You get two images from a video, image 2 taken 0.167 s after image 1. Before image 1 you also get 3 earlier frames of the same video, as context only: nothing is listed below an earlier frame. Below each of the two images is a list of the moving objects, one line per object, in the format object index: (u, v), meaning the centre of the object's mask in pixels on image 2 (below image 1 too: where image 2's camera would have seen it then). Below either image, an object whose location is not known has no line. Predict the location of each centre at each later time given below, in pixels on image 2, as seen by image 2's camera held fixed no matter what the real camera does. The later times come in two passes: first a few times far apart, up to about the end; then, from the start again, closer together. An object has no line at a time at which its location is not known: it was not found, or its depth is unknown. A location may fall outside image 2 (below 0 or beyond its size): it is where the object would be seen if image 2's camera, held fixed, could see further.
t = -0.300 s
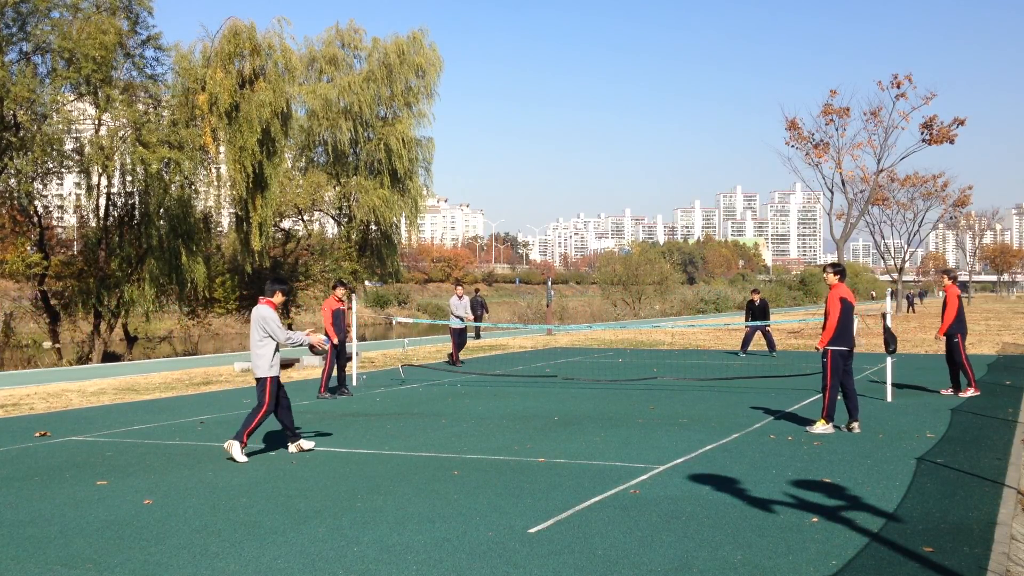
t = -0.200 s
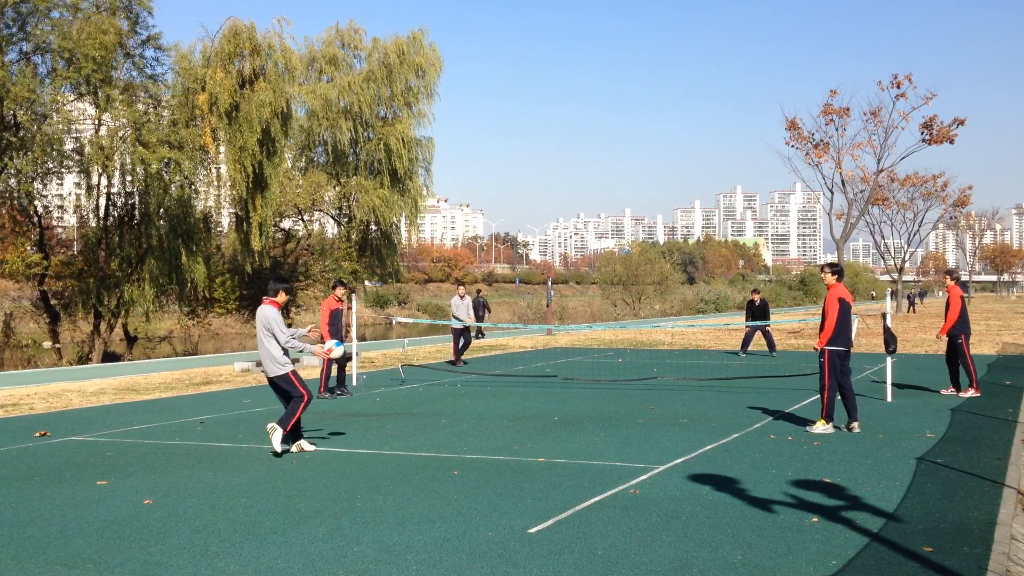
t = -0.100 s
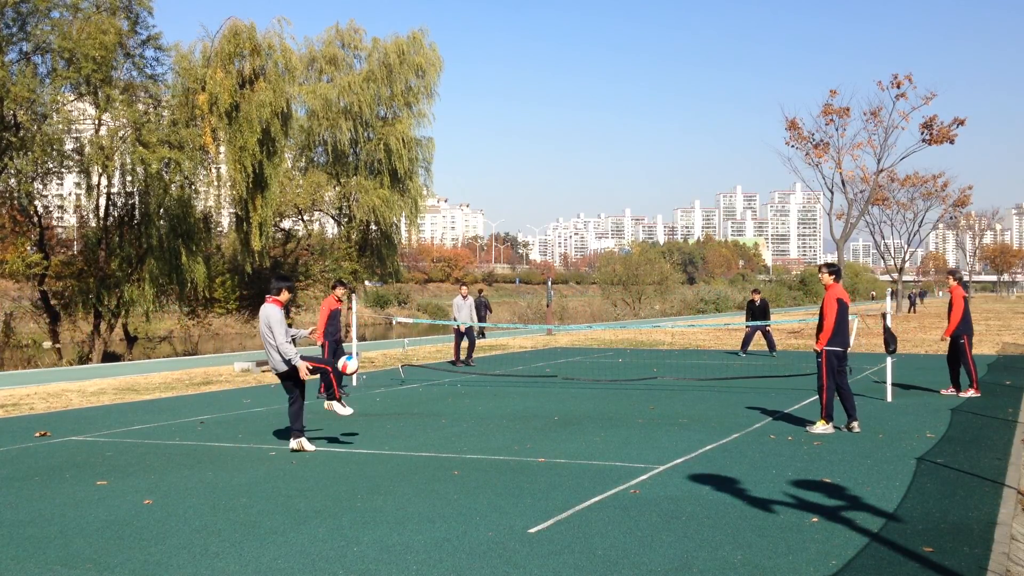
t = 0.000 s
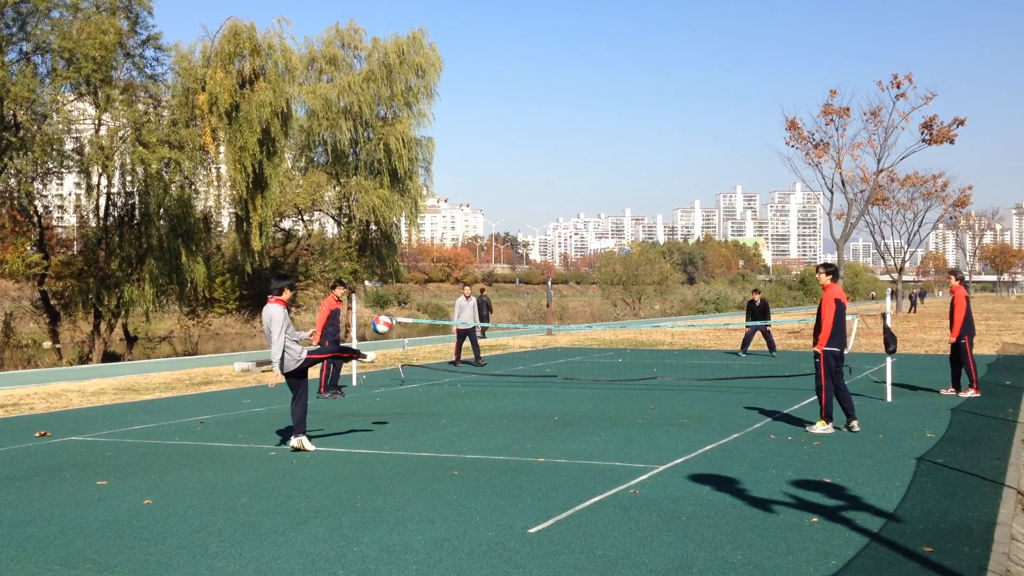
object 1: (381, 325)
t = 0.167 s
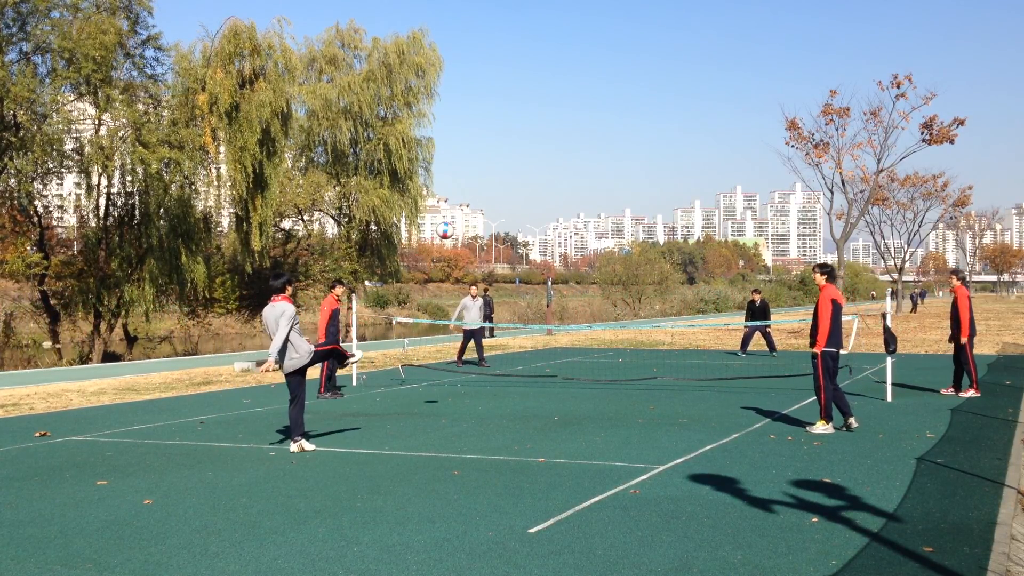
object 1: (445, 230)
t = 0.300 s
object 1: (488, 183)
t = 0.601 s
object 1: (564, 143)
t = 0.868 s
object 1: (617, 164)
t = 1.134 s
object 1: (660, 224)
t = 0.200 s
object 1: (457, 217)
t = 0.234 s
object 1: (468, 204)
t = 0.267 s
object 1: (478, 192)
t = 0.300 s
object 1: (488, 183)
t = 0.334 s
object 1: (498, 174)
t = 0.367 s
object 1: (507, 166)
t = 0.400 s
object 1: (516, 160)
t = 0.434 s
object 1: (524, 155)
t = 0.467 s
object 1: (533, 150)
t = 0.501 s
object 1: (541, 147)
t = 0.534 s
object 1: (549, 145)
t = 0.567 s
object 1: (557, 143)
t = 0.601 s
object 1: (564, 143)
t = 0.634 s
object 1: (572, 143)
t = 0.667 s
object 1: (579, 144)
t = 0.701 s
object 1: (586, 145)
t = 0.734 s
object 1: (592, 148)
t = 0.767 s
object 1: (599, 151)
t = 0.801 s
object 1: (605, 155)
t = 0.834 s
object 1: (611, 159)
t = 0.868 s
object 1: (617, 164)
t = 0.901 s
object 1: (623, 170)
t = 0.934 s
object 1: (629, 176)
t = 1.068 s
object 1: (650, 206)
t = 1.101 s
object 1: (655, 215)
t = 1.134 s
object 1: (660, 224)
